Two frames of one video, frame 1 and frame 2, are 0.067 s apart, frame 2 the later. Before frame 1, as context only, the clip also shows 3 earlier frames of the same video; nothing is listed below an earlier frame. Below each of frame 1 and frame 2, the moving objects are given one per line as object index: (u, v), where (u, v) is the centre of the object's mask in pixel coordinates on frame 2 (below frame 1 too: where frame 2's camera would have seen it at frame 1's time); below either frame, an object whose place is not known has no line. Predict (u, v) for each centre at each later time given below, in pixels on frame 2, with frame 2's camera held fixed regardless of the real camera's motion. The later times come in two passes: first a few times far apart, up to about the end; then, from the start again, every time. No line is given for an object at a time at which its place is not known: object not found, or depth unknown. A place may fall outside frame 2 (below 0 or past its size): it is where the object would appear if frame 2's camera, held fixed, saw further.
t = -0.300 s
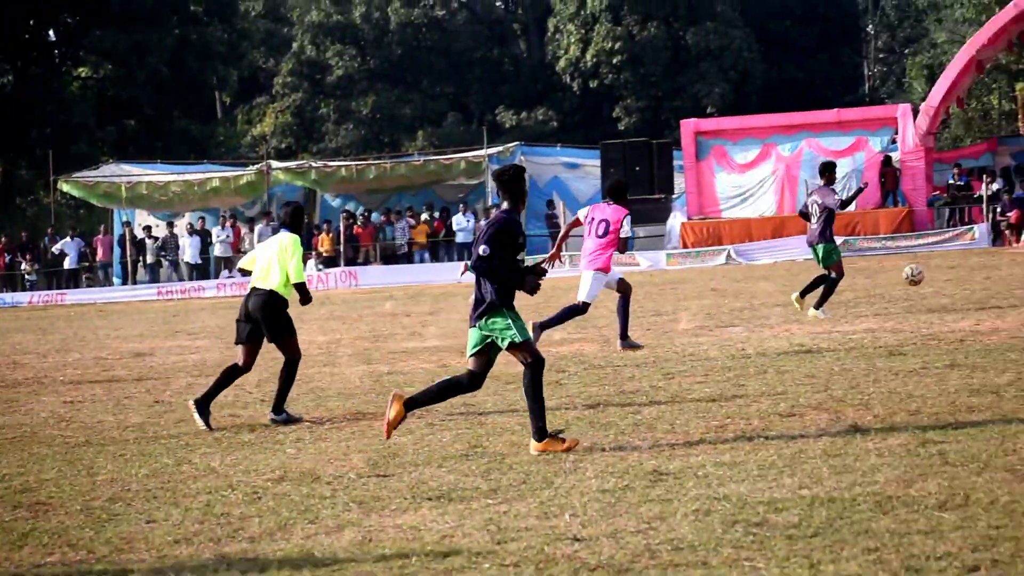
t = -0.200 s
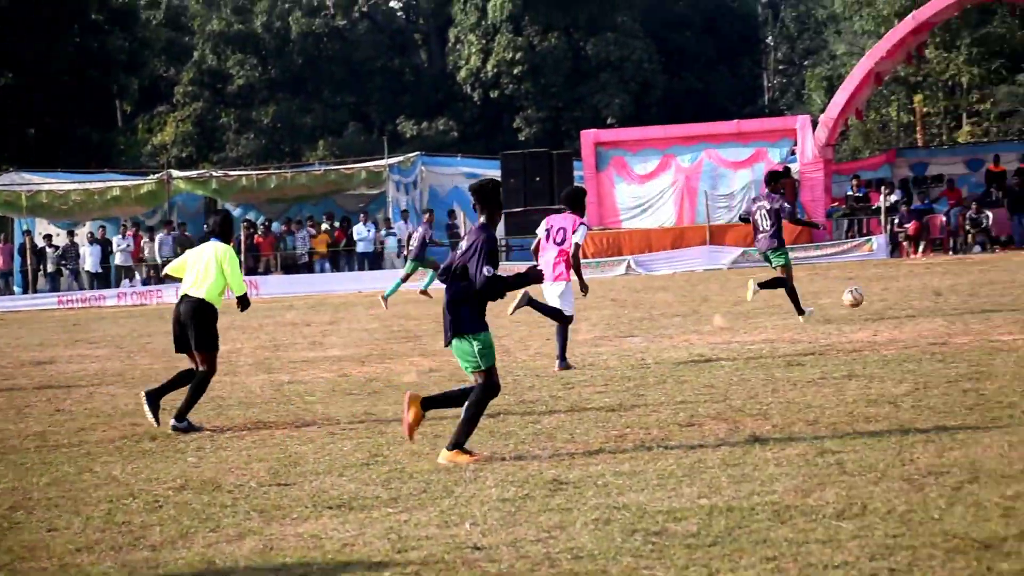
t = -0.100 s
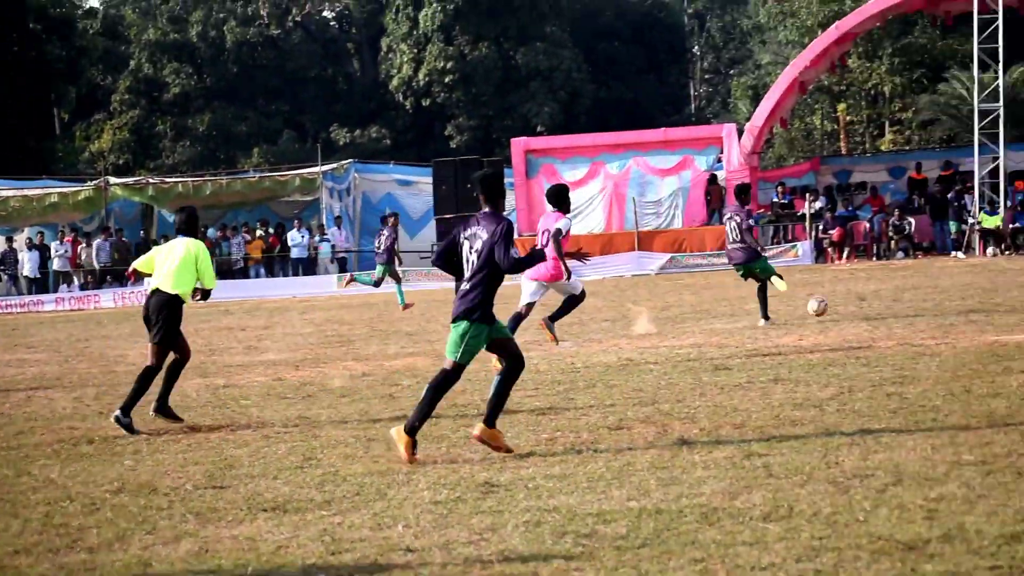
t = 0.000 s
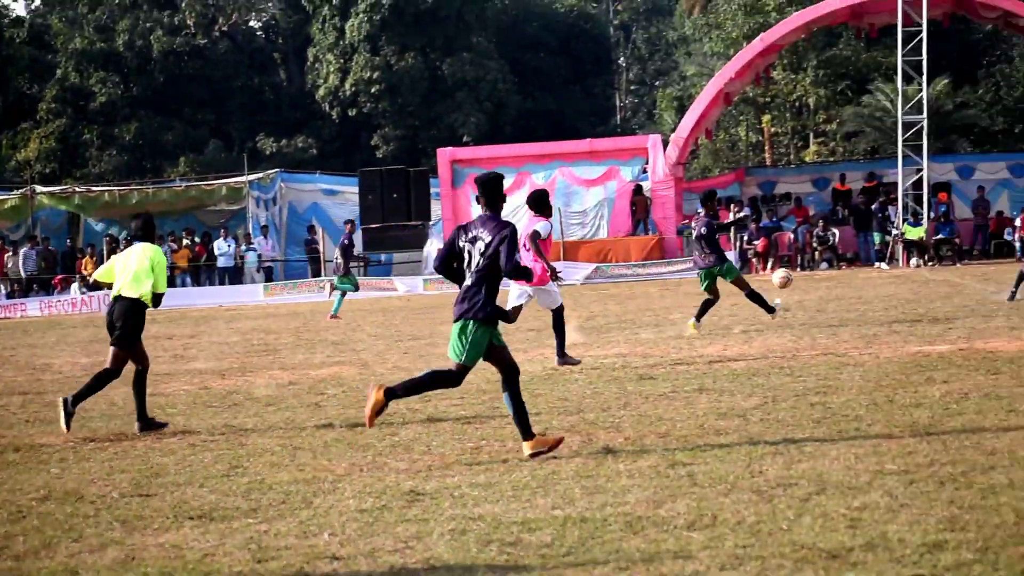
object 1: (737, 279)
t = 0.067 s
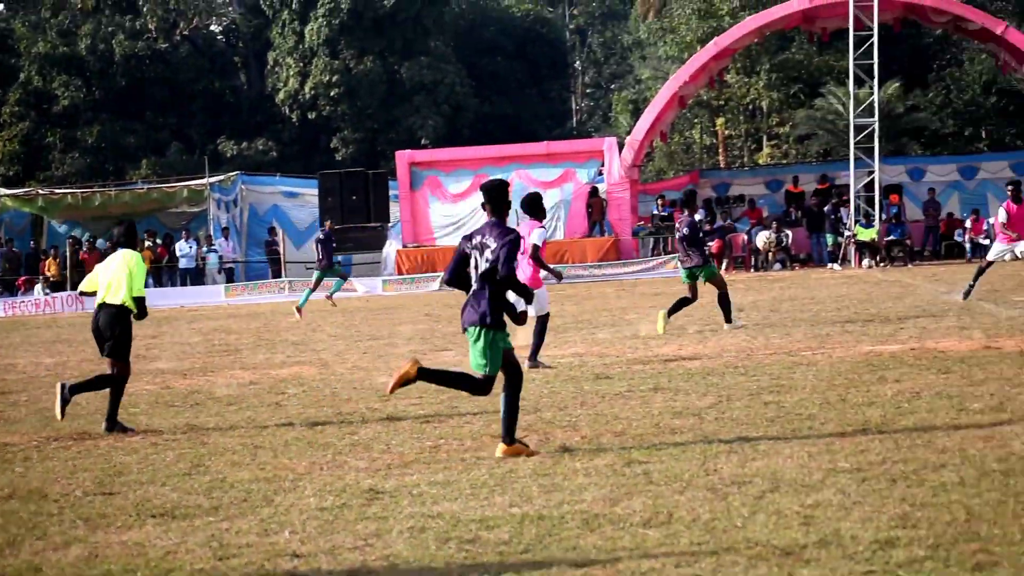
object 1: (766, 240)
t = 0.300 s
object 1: (860, 142)
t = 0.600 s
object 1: (972, 85)
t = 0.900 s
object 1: (1069, 100)
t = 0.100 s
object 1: (779, 222)
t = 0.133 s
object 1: (793, 207)
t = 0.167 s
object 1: (807, 191)
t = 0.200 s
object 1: (820, 178)
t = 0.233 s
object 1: (833, 164)
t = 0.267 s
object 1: (847, 153)
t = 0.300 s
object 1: (860, 142)
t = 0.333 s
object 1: (873, 132)
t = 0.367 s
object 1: (885, 123)
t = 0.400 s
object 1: (898, 114)
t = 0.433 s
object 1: (911, 107)
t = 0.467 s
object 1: (924, 101)
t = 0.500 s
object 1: (936, 95)
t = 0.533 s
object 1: (948, 91)
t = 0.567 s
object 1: (960, 88)
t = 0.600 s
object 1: (972, 85)
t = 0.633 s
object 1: (984, 84)
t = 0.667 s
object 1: (996, 83)
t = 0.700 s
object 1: (1007, 83)
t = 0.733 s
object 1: (1018, 84)
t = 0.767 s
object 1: (1028, 86)
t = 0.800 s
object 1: (1038, 88)
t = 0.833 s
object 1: (1048, 91)
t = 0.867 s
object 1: (1059, 95)
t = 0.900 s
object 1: (1069, 100)
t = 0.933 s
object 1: (1078, 105)
